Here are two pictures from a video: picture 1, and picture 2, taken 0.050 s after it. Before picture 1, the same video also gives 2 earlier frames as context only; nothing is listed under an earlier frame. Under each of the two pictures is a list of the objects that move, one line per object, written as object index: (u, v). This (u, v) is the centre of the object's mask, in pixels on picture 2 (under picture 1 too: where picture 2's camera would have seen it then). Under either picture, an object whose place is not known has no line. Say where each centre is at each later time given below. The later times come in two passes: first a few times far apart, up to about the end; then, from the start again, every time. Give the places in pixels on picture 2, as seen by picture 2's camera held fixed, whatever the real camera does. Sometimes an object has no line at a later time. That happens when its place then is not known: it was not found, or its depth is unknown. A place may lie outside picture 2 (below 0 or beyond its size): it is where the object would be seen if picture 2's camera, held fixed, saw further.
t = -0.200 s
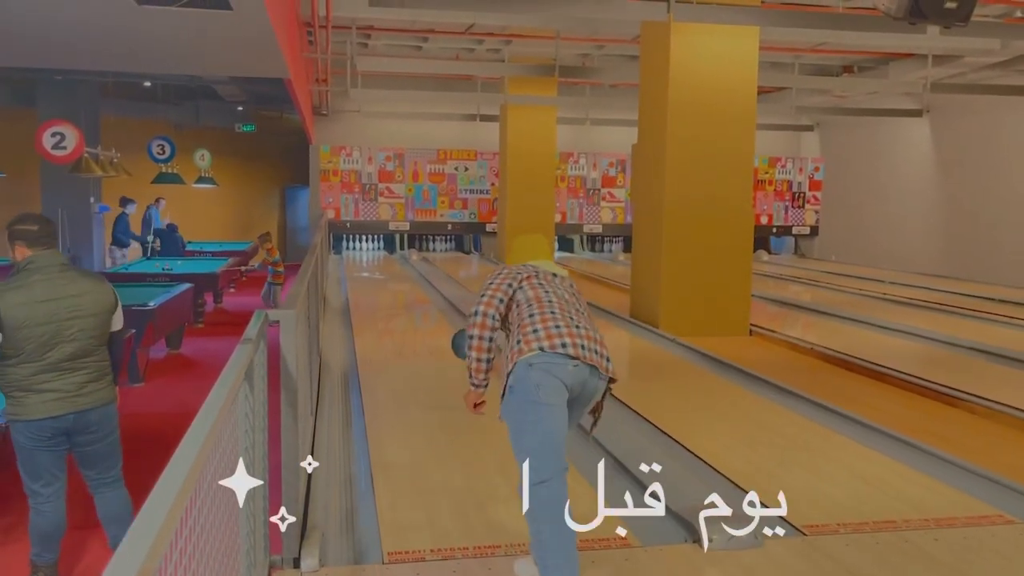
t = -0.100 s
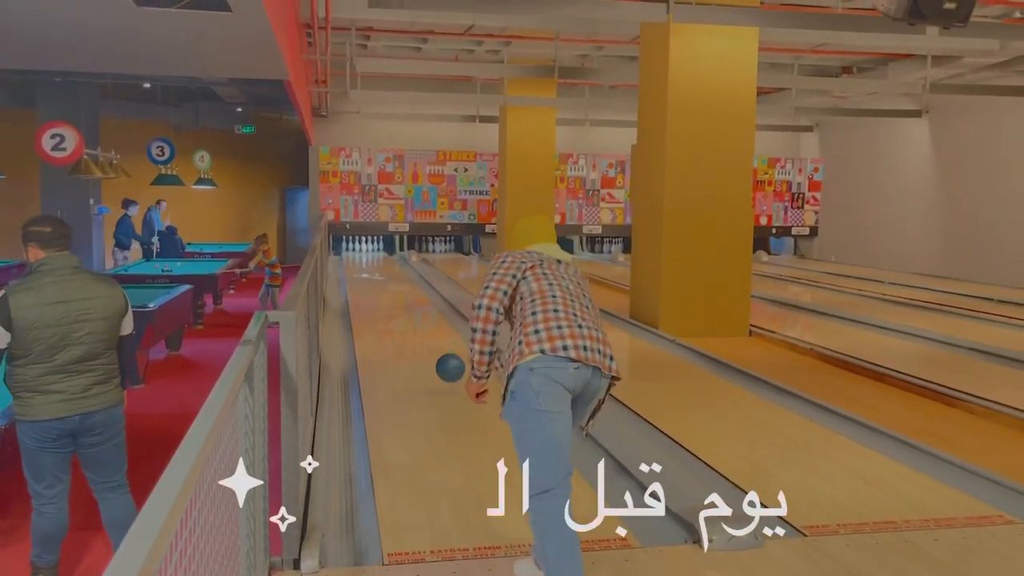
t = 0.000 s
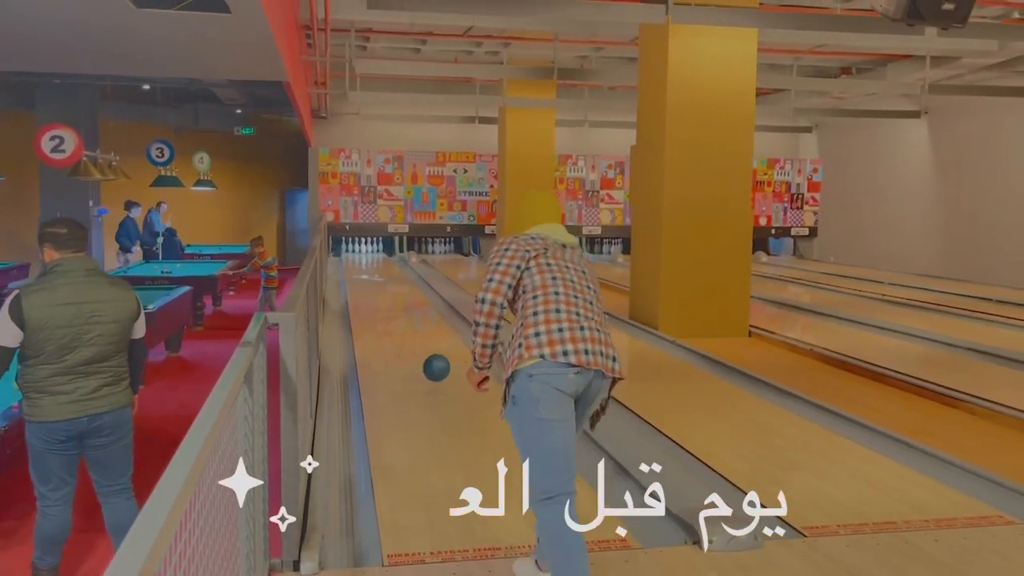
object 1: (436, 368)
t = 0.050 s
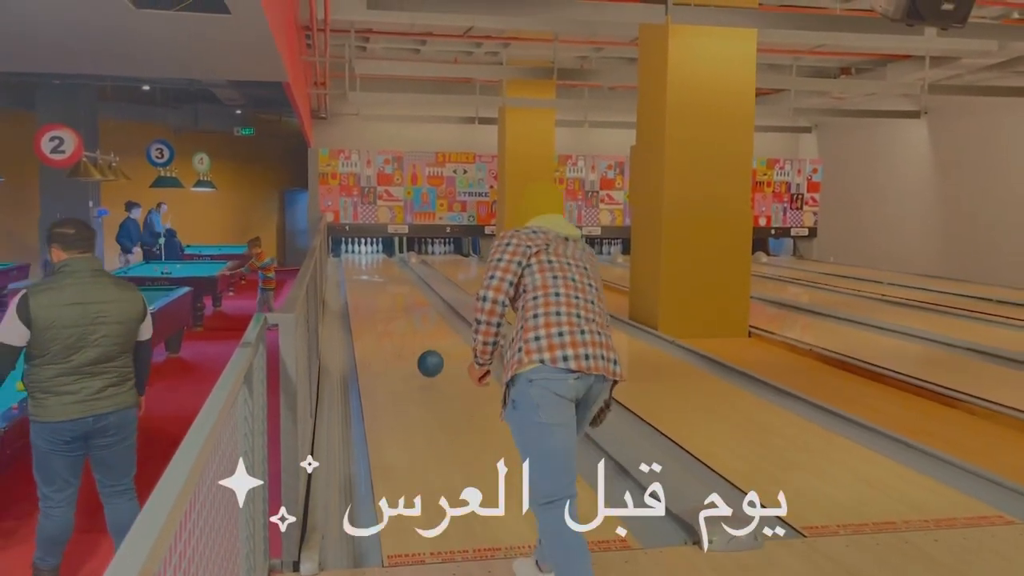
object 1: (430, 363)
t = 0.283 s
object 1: (408, 342)
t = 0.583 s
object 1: (388, 320)
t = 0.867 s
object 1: (374, 306)
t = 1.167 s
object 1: (362, 296)
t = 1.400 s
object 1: (355, 290)
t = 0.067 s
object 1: (429, 362)
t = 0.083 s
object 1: (427, 361)
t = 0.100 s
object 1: (425, 359)
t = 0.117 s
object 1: (423, 357)
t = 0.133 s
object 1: (422, 355)
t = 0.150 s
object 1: (420, 354)
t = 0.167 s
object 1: (418, 352)
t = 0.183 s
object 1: (417, 350)
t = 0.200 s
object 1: (415, 349)
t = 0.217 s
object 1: (414, 347)
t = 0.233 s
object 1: (412, 346)
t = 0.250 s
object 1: (411, 344)
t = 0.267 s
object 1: (409, 343)
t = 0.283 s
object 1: (408, 342)
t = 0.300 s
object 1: (407, 340)
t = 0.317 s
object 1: (405, 339)
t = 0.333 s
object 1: (404, 338)
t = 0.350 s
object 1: (403, 336)
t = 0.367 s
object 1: (401, 335)
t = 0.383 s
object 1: (400, 334)
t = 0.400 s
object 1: (399, 333)
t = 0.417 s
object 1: (398, 331)
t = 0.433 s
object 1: (397, 330)
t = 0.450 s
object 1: (396, 329)
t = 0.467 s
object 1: (395, 328)
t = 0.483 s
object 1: (393, 327)
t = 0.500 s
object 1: (392, 326)
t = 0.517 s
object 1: (391, 325)
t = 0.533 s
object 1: (390, 324)
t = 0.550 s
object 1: (389, 323)
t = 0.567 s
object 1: (388, 322)
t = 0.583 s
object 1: (388, 320)
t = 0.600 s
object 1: (386, 319)
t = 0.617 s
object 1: (386, 319)
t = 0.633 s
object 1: (385, 318)
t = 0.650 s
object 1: (384, 317)
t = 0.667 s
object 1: (383, 316)
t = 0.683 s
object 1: (382, 315)
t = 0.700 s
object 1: (381, 314)
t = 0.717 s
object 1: (380, 314)
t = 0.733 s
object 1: (379, 313)
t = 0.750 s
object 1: (379, 312)
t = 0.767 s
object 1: (378, 311)
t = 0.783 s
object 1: (377, 311)
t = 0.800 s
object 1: (376, 310)
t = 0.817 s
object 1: (376, 309)
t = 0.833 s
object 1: (375, 308)
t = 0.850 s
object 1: (374, 307)
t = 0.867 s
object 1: (374, 306)
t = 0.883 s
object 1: (373, 306)
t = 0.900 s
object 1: (372, 306)
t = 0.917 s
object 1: (371, 305)
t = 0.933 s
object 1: (371, 304)
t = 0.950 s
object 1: (370, 304)
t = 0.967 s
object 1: (369, 303)
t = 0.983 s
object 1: (369, 302)
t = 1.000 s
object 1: (368, 302)
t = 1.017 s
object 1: (367, 301)
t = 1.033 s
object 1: (367, 301)
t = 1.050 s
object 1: (366, 300)
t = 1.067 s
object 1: (366, 299)
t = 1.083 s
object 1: (365, 299)
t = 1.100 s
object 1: (365, 298)
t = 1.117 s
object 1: (364, 298)
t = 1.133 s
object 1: (363, 298)
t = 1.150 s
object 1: (363, 297)
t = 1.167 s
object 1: (362, 296)
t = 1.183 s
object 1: (362, 296)
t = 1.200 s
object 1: (361, 295)
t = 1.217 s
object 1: (360, 295)
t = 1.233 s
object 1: (360, 294)
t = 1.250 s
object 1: (359, 294)
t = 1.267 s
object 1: (359, 293)
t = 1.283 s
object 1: (359, 293)
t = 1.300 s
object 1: (358, 293)
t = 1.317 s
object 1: (358, 292)
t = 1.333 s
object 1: (357, 292)
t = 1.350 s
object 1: (356, 291)
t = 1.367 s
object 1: (356, 291)
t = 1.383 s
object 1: (356, 291)
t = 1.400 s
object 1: (355, 290)
